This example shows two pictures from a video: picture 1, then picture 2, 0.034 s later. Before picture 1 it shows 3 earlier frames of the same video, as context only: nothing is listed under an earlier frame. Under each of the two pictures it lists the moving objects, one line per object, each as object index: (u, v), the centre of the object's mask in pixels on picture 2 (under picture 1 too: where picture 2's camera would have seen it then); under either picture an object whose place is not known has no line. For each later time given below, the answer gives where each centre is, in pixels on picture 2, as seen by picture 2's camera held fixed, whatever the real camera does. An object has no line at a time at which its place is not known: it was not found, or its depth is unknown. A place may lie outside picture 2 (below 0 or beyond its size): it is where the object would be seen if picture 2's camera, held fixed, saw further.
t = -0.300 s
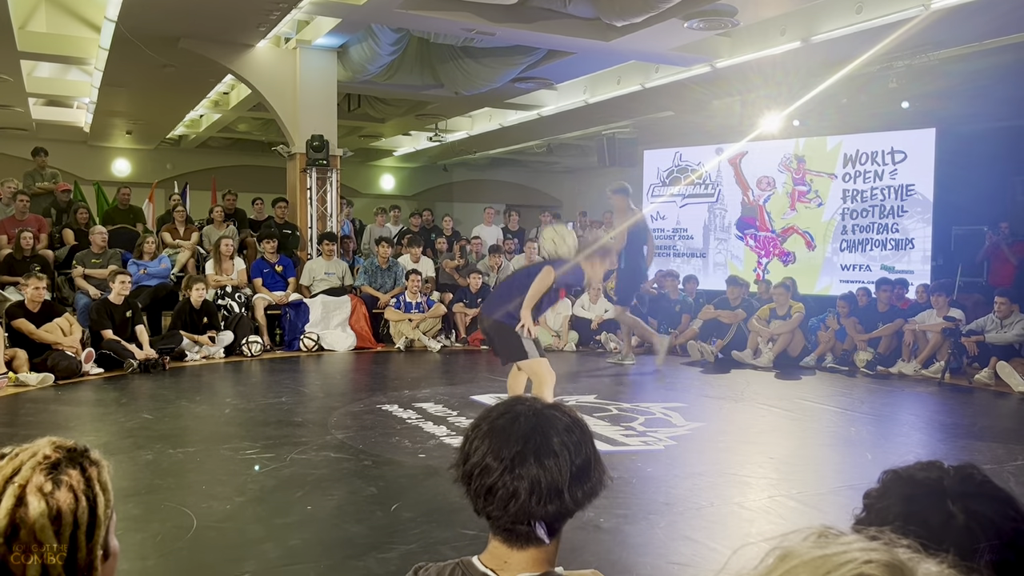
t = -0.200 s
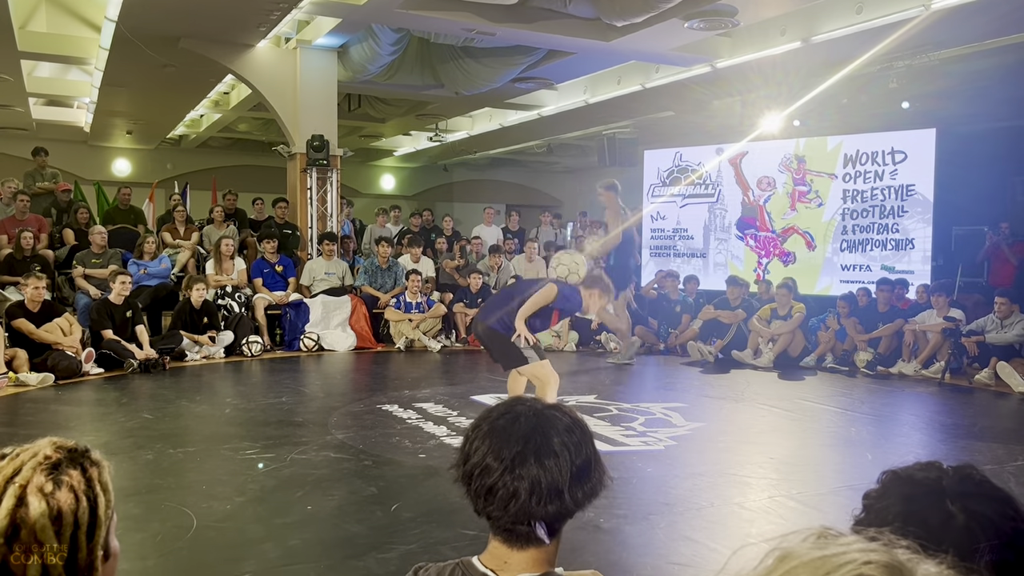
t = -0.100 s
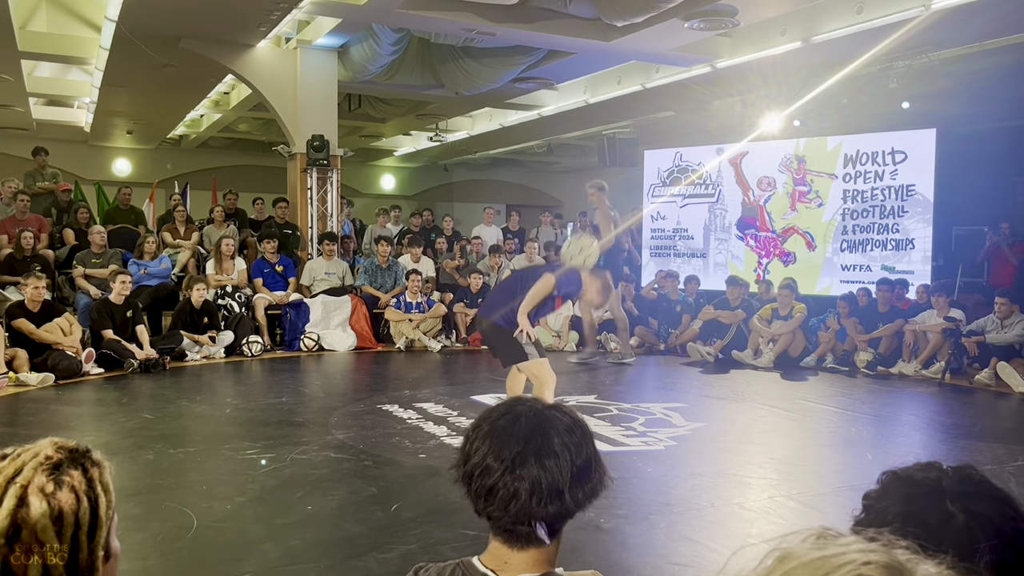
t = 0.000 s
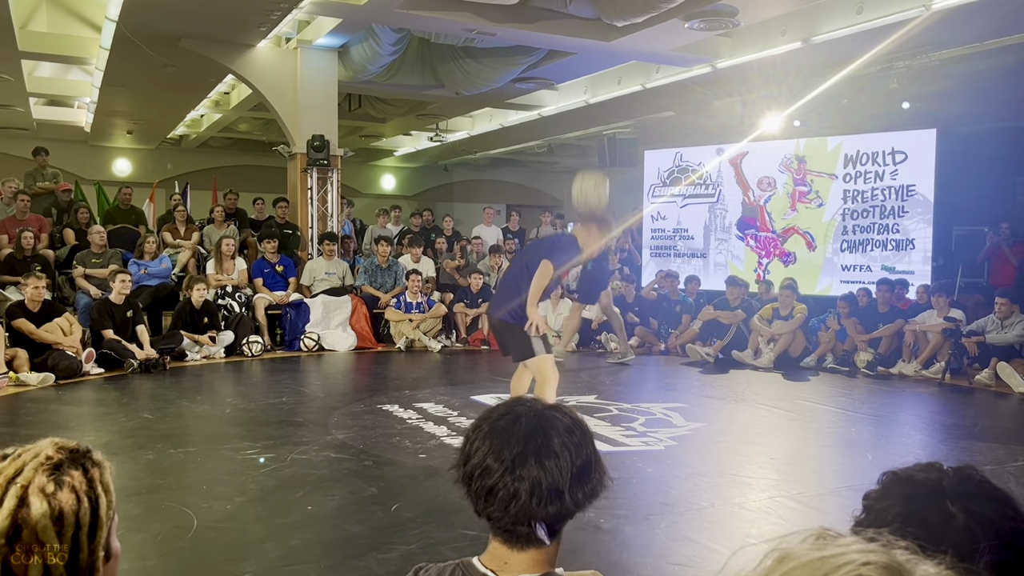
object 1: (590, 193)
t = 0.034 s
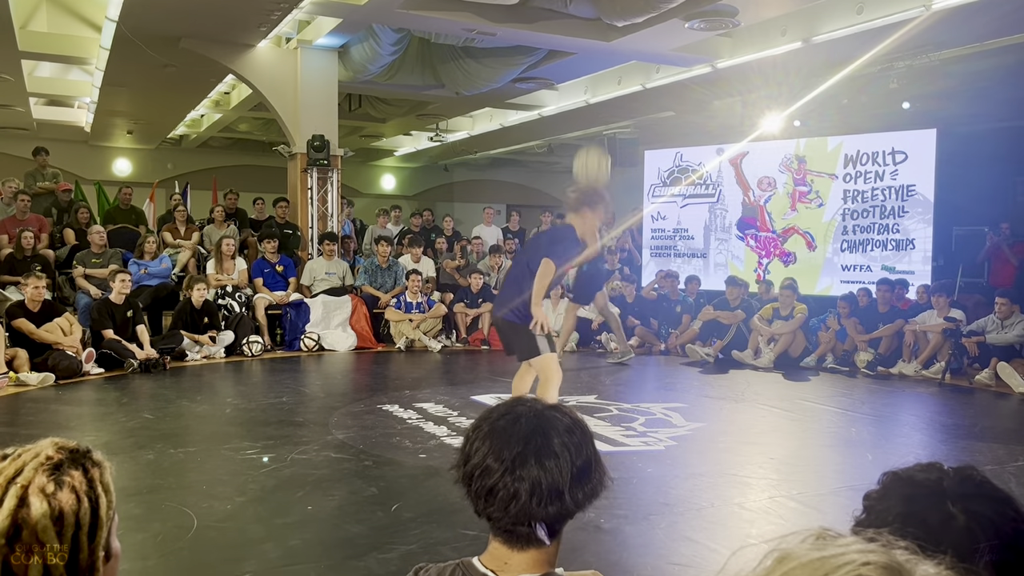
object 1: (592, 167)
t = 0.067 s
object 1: (592, 147)
